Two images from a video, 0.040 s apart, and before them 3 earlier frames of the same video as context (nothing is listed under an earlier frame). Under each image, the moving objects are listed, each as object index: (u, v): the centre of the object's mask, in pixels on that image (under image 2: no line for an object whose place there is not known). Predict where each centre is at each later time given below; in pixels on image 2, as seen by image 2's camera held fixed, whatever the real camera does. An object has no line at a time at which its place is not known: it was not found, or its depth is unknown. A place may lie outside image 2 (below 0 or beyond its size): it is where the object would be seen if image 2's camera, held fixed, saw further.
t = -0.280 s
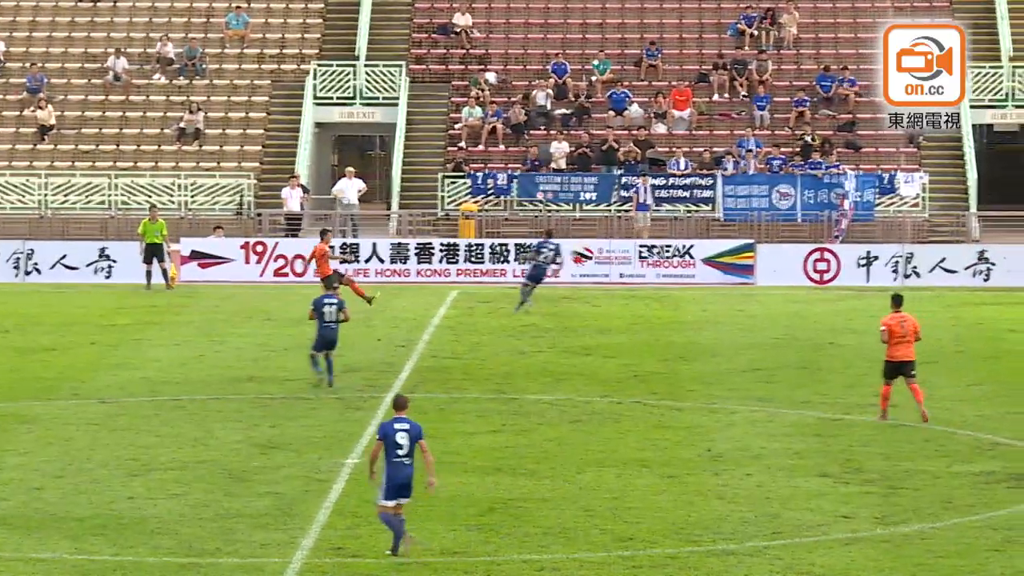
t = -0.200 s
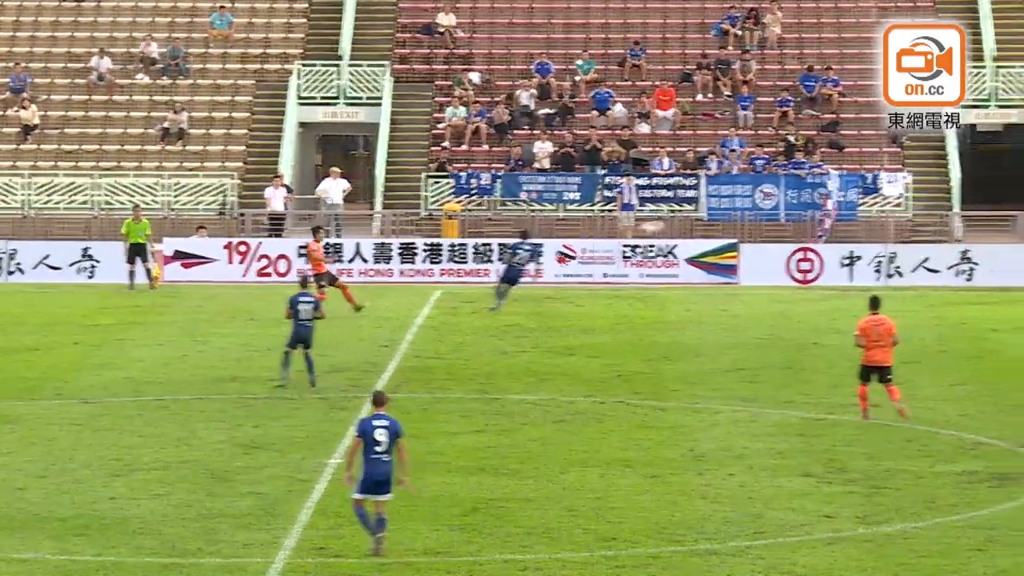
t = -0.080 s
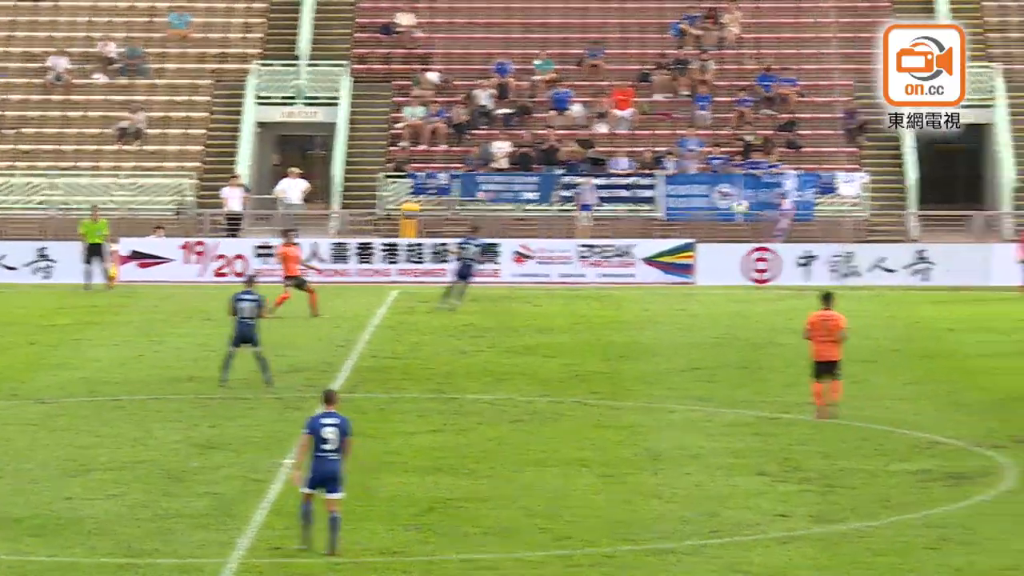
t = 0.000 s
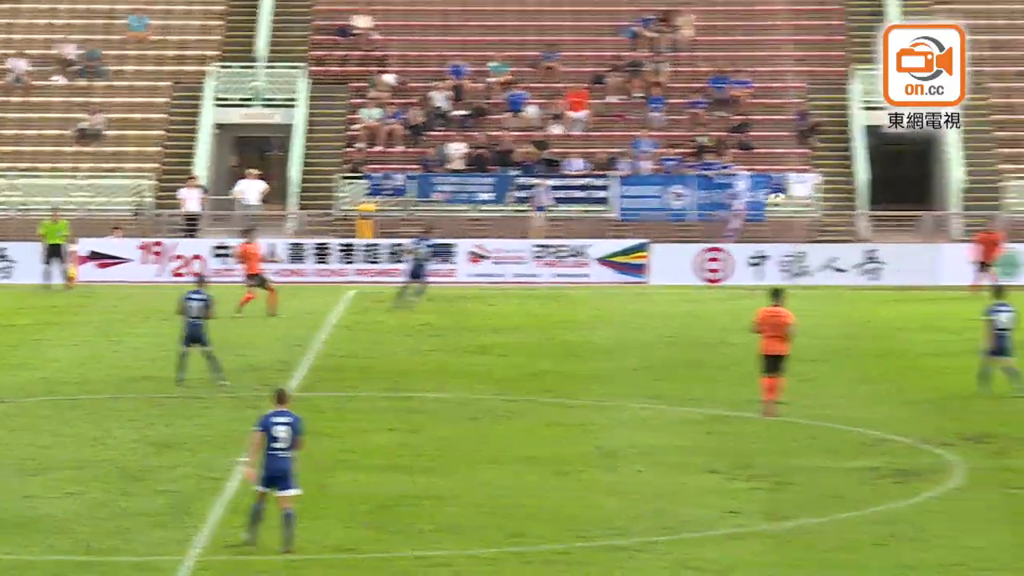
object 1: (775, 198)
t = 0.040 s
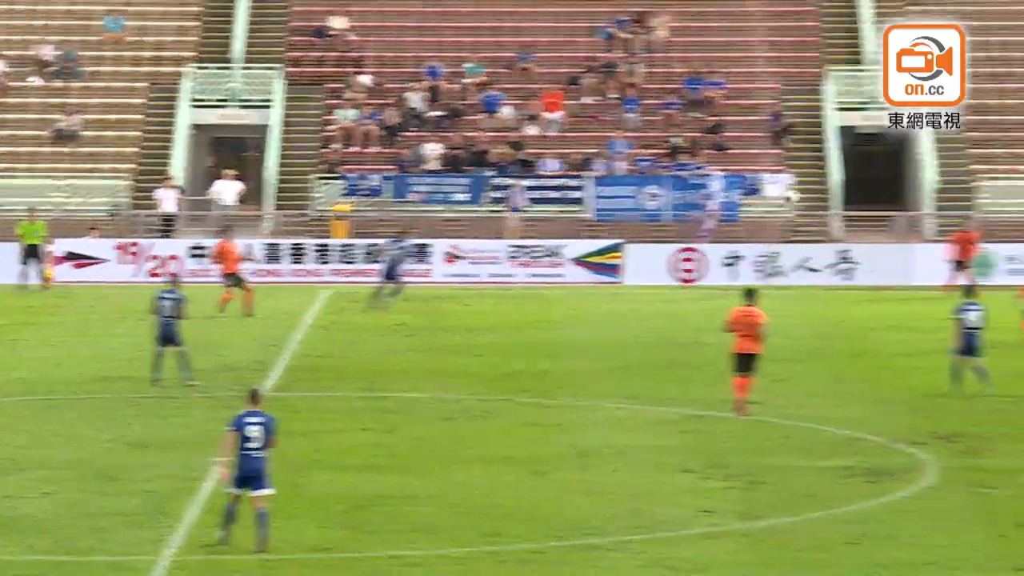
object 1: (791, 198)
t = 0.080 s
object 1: (827, 194)
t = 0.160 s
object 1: (895, 194)
